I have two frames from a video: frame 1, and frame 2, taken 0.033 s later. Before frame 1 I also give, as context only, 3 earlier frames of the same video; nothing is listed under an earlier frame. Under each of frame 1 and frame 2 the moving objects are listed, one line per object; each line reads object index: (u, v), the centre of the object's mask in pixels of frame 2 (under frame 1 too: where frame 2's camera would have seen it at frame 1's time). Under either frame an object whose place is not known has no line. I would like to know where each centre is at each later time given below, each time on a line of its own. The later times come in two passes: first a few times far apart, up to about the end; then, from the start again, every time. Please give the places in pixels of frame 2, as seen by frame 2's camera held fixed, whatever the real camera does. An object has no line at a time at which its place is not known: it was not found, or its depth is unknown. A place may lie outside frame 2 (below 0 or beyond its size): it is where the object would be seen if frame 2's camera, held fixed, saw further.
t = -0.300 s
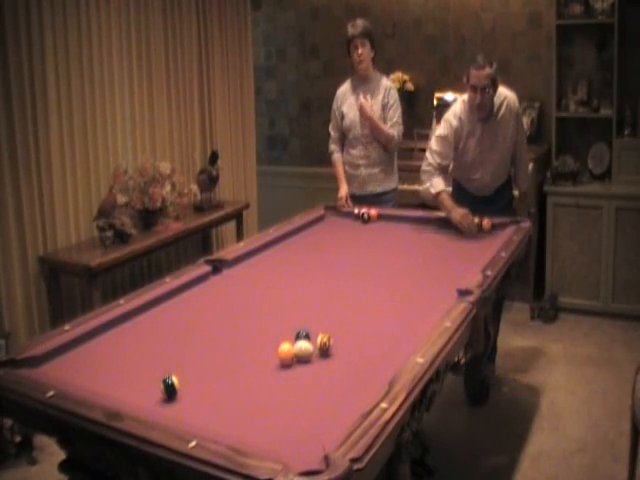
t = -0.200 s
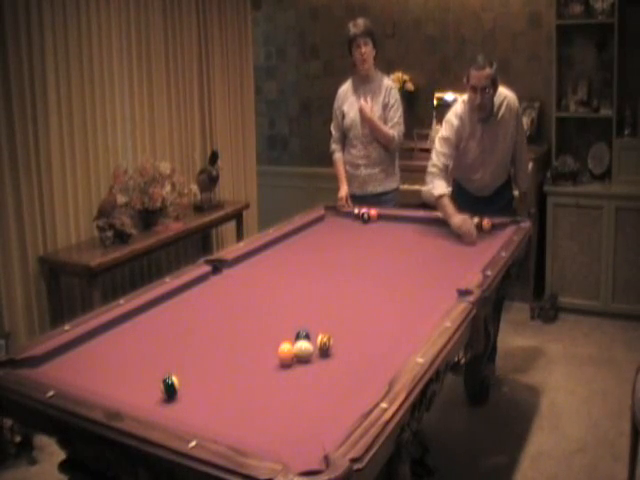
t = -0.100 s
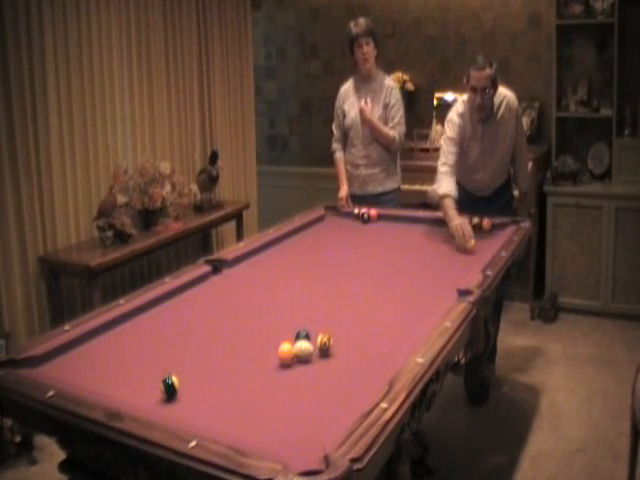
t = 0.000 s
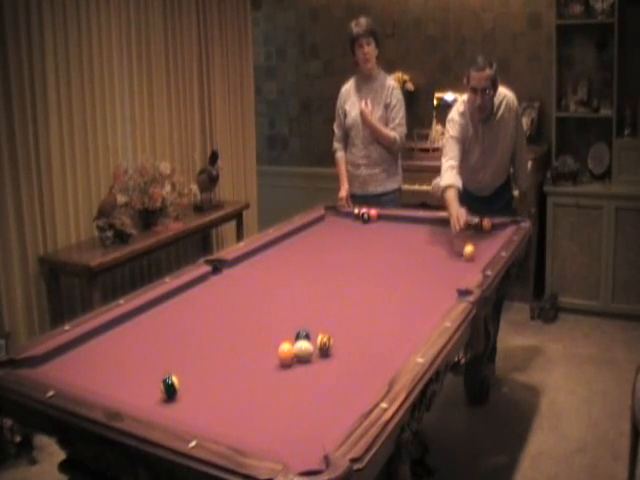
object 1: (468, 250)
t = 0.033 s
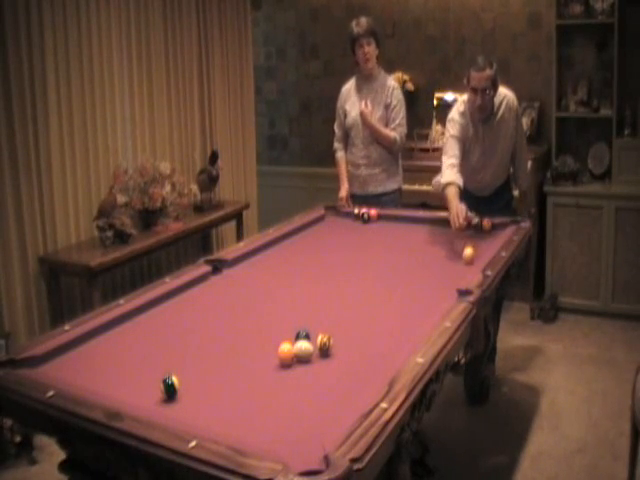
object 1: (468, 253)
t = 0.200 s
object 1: (465, 265)
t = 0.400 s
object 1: (449, 279)
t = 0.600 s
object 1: (429, 294)
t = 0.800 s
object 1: (407, 311)
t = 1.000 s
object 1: (382, 330)
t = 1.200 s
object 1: (354, 350)
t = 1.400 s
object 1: (322, 373)
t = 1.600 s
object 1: (286, 400)
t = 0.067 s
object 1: (467, 256)
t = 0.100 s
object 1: (467, 258)
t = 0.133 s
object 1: (466, 261)
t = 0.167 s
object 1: (466, 263)
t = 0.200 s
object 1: (465, 265)
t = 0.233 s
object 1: (464, 267)
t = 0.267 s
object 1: (461, 269)
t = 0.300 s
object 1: (458, 272)
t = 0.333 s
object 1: (455, 274)
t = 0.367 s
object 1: (452, 276)
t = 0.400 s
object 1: (449, 279)
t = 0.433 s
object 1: (445, 281)
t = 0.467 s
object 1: (442, 284)
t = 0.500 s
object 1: (439, 286)
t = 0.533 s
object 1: (436, 289)
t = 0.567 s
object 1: (433, 292)
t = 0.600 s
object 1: (429, 294)
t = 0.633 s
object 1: (425, 297)
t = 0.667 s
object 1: (422, 299)
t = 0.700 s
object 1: (418, 302)
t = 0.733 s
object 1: (415, 305)
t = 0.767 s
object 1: (411, 308)
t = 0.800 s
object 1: (407, 311)
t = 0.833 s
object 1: (402, 314)
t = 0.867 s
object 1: (399, 317)
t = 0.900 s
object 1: (395, 320)
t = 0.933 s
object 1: (391, 323)
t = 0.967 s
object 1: (386, 326)
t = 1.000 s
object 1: (382, 330)
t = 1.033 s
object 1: (377, 333)
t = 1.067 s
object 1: (373, 336)
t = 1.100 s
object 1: (368, 340)
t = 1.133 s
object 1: (364, 343)
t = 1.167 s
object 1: (358, 347)
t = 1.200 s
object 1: (354, 350)
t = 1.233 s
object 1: (349, 354)
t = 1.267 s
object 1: (344, 357)
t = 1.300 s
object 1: (338, 361)
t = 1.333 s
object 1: (333, 365)
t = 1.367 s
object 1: (327, 369)
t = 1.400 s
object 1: (322, 373)
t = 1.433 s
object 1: (316, 378)
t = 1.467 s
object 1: (311, 382)
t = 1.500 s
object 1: (304, 386)
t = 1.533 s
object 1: (299, 390)
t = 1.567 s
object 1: (292, 395)
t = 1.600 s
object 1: (286, 400)
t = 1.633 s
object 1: (280, 403)
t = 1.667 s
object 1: (273, 409)
